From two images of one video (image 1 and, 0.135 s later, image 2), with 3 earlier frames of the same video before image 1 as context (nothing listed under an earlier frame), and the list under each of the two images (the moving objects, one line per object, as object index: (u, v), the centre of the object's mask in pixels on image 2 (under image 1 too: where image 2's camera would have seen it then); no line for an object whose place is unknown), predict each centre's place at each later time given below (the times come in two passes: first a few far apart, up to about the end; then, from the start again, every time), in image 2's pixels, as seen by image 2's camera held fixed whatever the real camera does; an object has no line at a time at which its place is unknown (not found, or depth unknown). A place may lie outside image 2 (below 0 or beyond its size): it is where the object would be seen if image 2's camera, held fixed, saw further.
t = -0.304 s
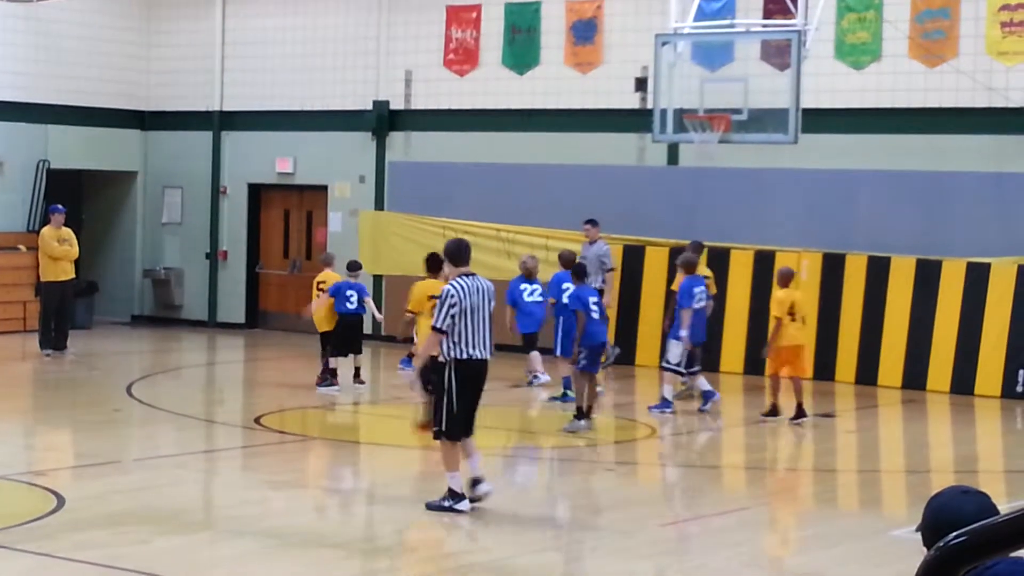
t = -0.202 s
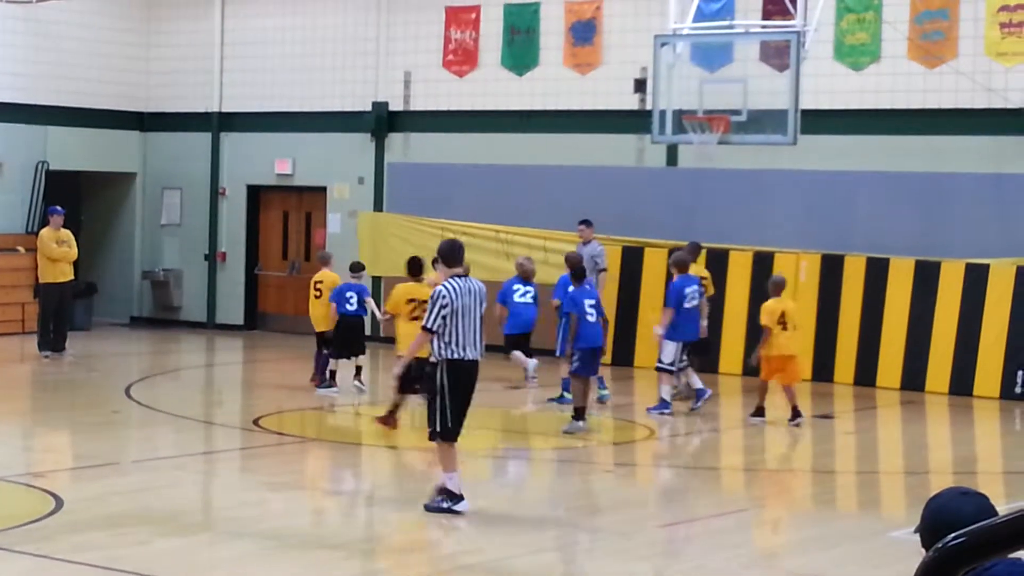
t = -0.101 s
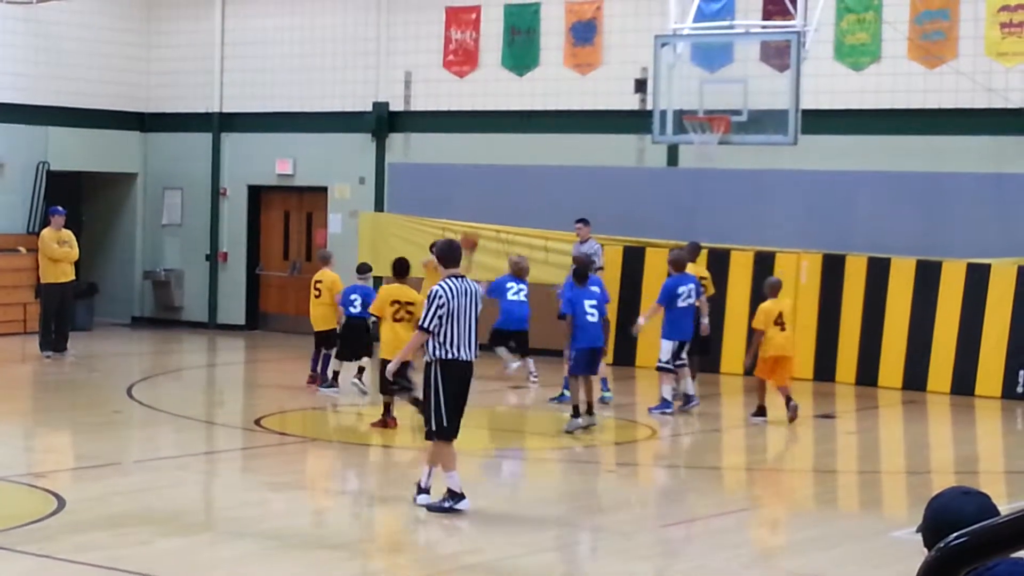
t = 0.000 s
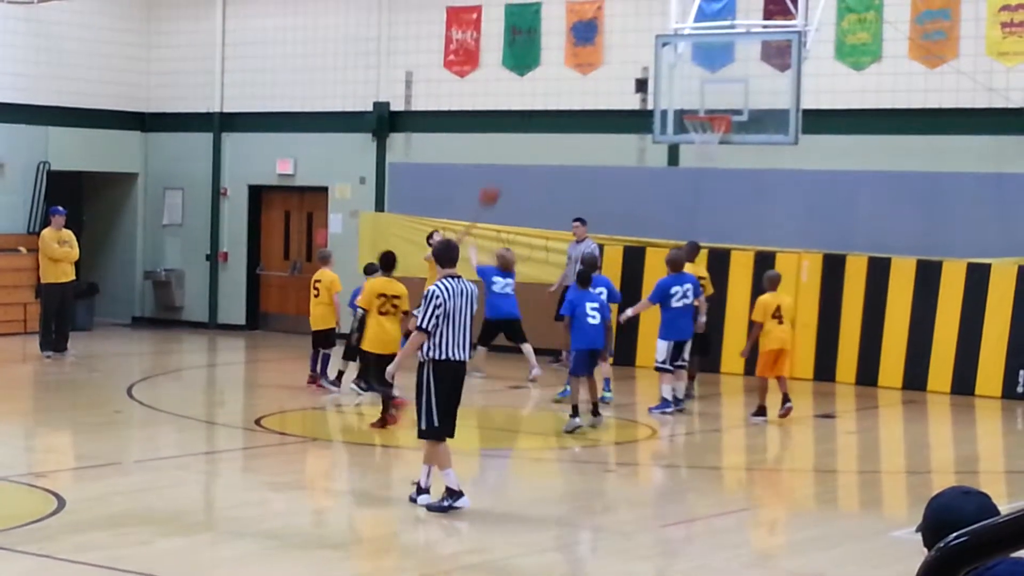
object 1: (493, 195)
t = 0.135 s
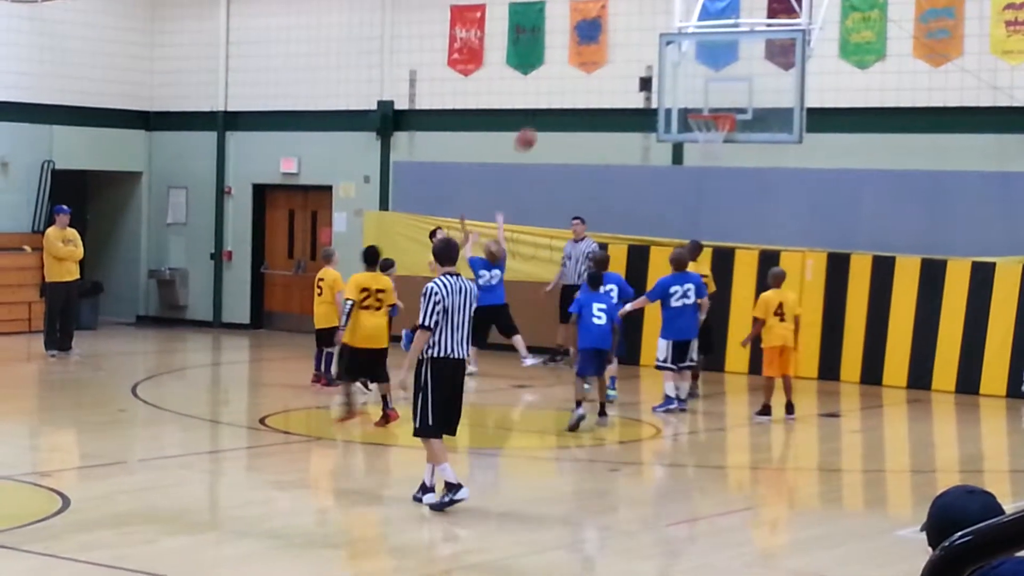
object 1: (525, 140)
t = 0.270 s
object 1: (558, 99)
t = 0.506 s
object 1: (616, 62)
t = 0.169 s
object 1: (534, 127)
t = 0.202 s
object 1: (541, 119)
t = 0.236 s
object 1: (549, 109)
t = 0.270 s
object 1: (558, 99)
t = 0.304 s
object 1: (566, 91)
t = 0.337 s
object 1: (574, 84)
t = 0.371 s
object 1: (582, 78)
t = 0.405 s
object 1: (590, 74)
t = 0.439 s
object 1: (599, 70)
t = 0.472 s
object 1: (607, 66)
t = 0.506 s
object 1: (616, 62)
